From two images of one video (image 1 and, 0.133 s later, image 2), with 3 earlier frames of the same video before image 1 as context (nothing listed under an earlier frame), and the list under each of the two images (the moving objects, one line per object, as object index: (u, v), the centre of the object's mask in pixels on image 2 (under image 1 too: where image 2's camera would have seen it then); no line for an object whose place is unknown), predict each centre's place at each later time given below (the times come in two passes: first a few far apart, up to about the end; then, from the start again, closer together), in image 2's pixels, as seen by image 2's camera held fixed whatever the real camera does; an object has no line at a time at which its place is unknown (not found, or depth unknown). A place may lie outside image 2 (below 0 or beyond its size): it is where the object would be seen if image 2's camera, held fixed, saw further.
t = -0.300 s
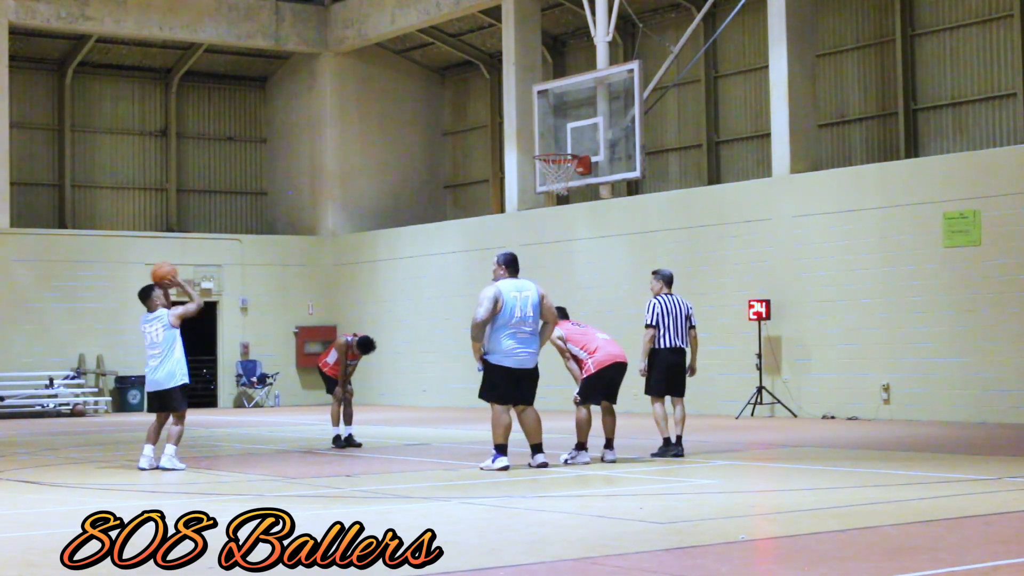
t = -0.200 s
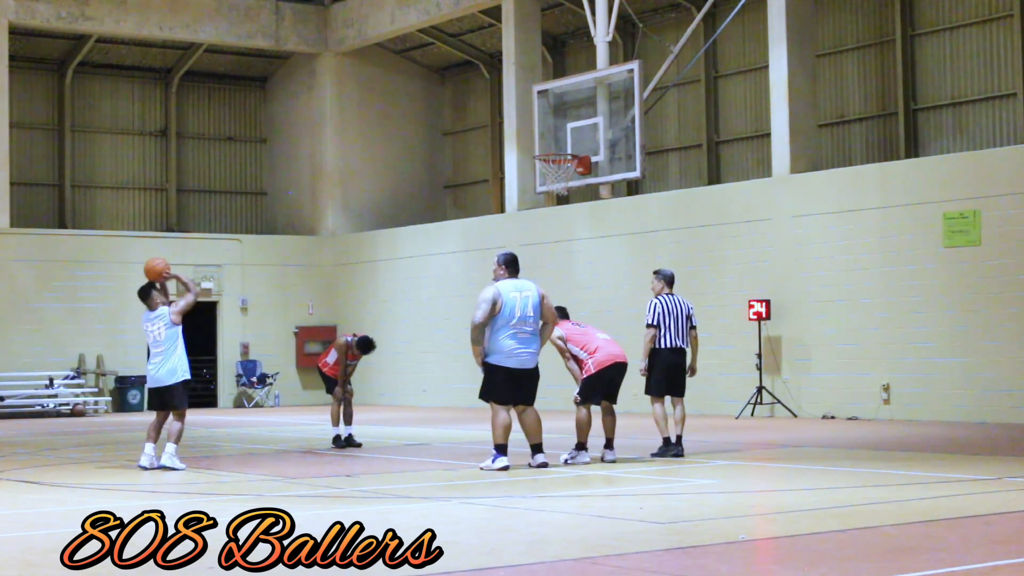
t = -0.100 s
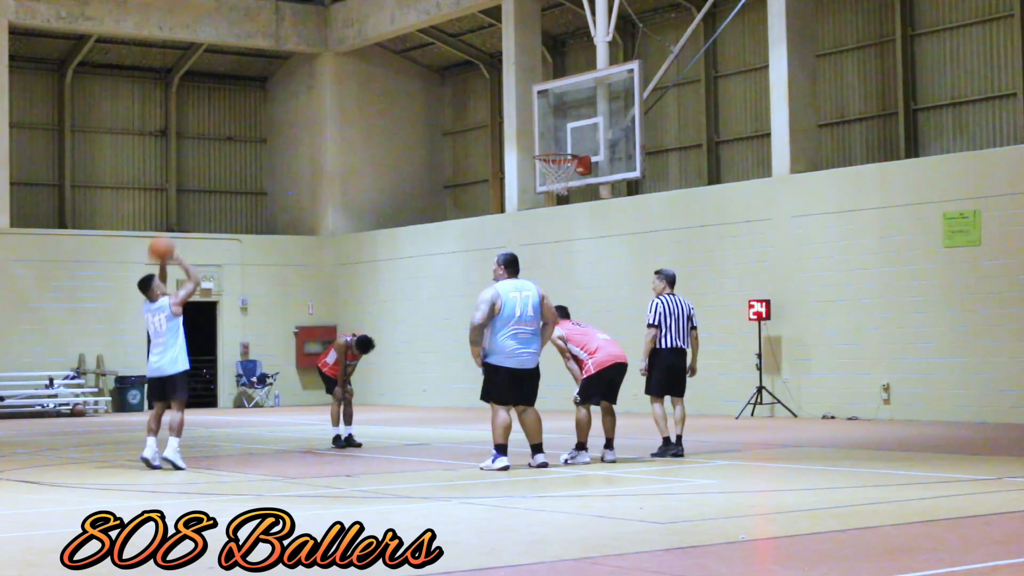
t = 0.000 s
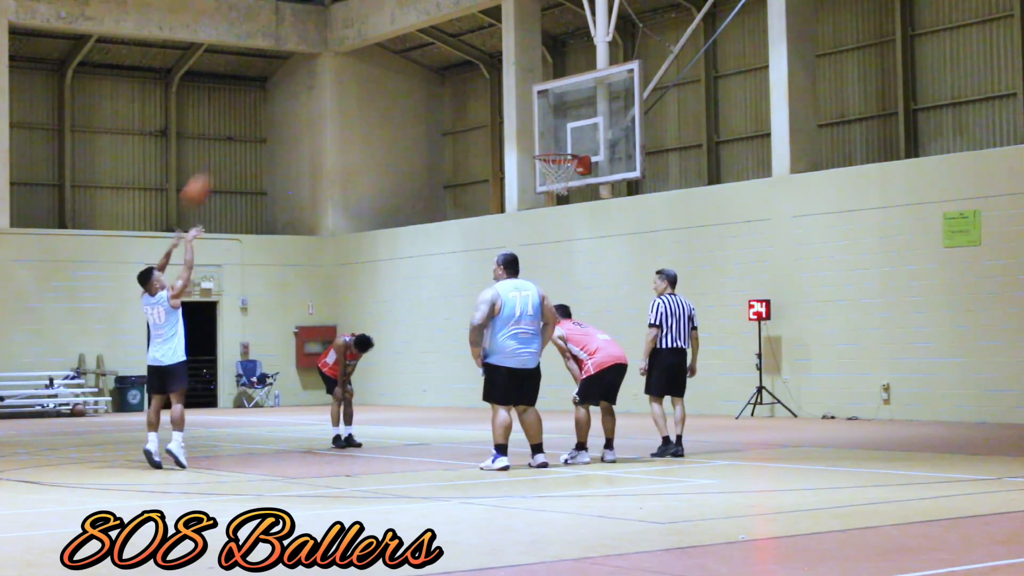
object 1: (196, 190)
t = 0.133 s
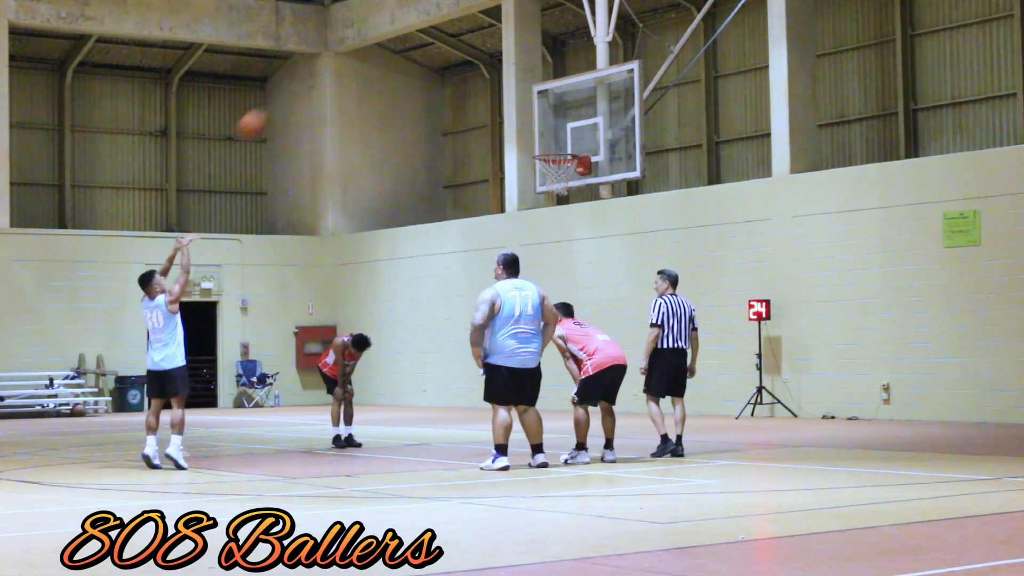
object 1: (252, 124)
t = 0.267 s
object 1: (305, 79)
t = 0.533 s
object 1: (403, 43)
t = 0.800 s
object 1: (491, 77)
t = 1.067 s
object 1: (567, 136)
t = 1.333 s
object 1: (531, 96)
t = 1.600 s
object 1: (495, 118)
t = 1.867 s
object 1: (458, 207)
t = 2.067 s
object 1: (431, 321)
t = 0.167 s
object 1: (266, 111)
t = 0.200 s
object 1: (280, 98)
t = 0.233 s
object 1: (293, 87)
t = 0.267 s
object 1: (305, 79)
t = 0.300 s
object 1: (319, 71)
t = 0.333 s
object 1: (330, 64)
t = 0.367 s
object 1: (343, 58)
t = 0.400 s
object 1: (354, 52)
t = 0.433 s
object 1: (367, 50)
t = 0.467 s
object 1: (380, 46)
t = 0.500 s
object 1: (391, 44)
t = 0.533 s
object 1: (403, 43)
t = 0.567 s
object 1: (413, 43)
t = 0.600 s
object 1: (425, 45)
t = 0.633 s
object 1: (439, 49)
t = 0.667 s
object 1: (448, 52)
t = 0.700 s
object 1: (459, 57)
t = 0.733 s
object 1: (472, 64)
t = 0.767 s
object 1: (480, 68)
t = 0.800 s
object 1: (491, 77)
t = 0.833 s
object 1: (501, 86)
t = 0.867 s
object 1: (515, 97)
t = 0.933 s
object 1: (533, 119)
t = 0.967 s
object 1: (545, 131)
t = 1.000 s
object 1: (555, 143)
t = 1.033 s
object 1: (563, 145)
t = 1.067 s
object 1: (567, 136)
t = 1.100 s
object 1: (563, 128)
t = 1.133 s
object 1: (559, 121)
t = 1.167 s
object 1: (555, 113)
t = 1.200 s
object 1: (549, 108)
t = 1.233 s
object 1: (545, 104)
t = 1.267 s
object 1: (540, 100)
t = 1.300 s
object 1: (536, 97)
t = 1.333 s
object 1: (531, 96)
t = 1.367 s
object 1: (526, 95)
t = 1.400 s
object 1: (522, 95)
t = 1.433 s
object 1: (518, 96)
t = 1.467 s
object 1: (514, 99)
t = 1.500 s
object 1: (508, 102)
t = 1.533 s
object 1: (504, 106)
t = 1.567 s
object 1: (499, 111)
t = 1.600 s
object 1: (495, 118)
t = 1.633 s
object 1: (491, 125)
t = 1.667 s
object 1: (485, 133)
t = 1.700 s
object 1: (482, 143)
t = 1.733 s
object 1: (477, 153)
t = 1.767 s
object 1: (472, 165)
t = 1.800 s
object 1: (467, 177)
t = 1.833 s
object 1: (462, 194)
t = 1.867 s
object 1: (458, 207)
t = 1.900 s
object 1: (454, 222)
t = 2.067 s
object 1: (431, 321)
